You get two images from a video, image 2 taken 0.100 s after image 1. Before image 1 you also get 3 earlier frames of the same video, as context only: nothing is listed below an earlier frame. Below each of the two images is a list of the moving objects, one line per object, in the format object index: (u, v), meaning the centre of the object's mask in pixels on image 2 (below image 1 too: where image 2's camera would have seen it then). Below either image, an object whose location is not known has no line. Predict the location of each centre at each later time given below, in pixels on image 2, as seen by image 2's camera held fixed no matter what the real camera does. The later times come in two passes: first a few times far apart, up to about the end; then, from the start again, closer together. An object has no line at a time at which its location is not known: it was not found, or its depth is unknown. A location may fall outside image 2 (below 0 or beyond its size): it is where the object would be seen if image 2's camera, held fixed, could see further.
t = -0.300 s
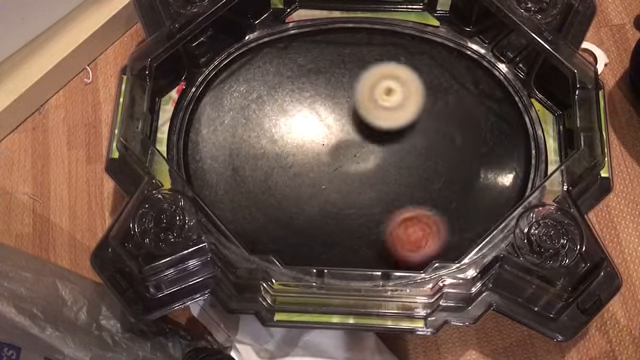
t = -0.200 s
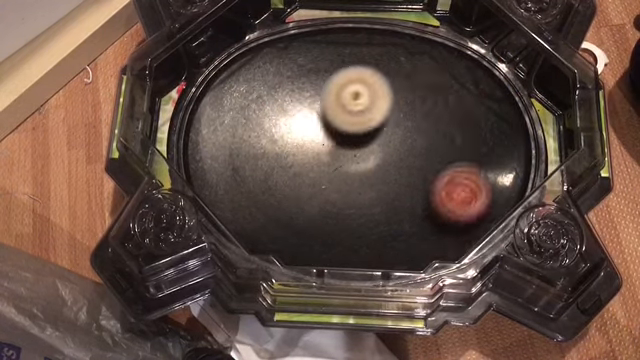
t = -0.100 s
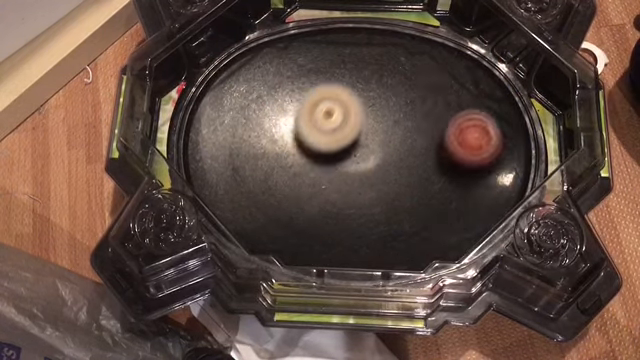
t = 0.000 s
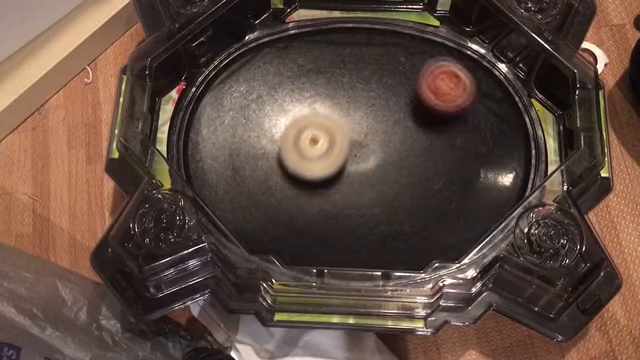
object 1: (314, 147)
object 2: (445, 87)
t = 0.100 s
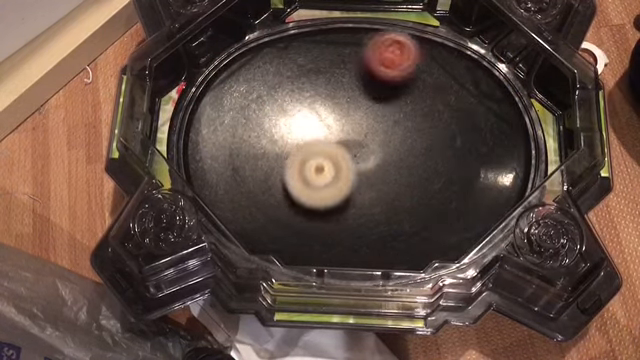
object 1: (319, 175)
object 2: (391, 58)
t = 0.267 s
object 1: (365, 200)
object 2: (291, 66)
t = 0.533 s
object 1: (423, 158)
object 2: (238, 194)
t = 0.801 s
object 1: (366, 122)
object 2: (394, 233)
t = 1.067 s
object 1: (315, 155)
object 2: (457, 106)
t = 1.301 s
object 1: (336, 174)
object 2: (349, 39)
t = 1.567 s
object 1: (352, 160)
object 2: (231, 128)
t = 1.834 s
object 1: (346, 159)
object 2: (325, 242)
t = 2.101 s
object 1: (337, 154)
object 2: (472, 187)
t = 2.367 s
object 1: (333, 142)
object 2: (436, 59)
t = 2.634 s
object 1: (336, 135)
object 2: (285, 64)
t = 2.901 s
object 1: (345, 132)
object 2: (241, 194)
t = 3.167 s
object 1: (353, 131)
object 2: (379, 245)
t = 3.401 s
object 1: (358, 132)
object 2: (466, 156)
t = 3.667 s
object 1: (367, 135)
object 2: (387, 47)
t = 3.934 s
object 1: (376, 141)
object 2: (254, 79)
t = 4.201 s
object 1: (379, 145)
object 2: (265, 211)
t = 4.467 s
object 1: (378, 146)
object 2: (413, 225)
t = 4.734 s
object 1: (372, 151)
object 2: (465, 111)
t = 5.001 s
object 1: (365, 154)
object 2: (356, 52)
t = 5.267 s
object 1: (354, 152)
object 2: (253, 132)
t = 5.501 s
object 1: (345, 151)
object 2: (300, 228)
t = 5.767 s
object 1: (330, 145)
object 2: (427, 205)
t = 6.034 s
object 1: (328, 151)
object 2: (423, 88)
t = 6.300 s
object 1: (335, 149)
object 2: (306, 64)
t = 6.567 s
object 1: (337, 135)
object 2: (253, 165)
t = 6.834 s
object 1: (342, 133)
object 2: (360, 225)
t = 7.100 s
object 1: (347, 132)
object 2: (448, 155)
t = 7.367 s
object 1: (357, 132)
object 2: (395, 71)
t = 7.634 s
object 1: (365, 138)
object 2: (285, 96)
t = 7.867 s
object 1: (372, 146)
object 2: (277, 186)
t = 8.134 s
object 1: (373, 145)
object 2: (385, 222)
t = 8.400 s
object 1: (365, 127)
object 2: (457, 167)
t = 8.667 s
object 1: (294, 129)
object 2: (428, 93)
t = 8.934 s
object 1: (268, 142)
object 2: (340, 112)
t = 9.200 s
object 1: (210, 136)
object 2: (475, 210)
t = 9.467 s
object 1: (306, 159)
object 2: (451, 210)
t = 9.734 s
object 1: (313, 116)
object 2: (436, 234)
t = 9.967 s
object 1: (312, 105)
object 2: (439, 200)
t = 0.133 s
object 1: (326, 182)
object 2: (372, 54)
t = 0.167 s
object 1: (333, 189)
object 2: (351, 53)
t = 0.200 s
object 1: (342, 194)
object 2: (332, 53)
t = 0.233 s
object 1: (353, 198)
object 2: (311, 58)
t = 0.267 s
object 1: (365, 200)
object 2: (291, 66)
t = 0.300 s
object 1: (376, 201)
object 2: (274, 75)
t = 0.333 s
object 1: (388, 199)
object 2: (258, 88)
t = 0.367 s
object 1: (398, 195)
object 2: (245, 102)
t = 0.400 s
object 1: (407, 189)
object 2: (235, 120)
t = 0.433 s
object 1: (414, 183)
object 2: (229, 139)
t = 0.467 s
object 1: (419, 175)
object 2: (227, 158)
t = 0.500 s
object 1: (422, 167)
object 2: (230, 178)
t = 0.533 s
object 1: (423, 158)
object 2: (238, 194)
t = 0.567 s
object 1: (422, 148)
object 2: (250, 210)
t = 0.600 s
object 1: (418, 140)
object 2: (265, 223)
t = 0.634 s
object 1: (412, 133)
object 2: (285, 233)
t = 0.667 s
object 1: (404, 128)
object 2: (304, 239)
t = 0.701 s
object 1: (395, 124)
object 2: (327, 242)
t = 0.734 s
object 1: (385, 123)
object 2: (350, 242)
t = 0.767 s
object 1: (375, 122)
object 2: (373, 239)
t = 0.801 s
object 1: (366, 122)
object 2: (394, 233)
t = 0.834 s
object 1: (356, 123)
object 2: (413, 224)
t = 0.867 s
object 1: (347, 125)
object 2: (429, 212)
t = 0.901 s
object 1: (339, 128)
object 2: (442, 197)
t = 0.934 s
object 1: (332, 133)
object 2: (452, 179)
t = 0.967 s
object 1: (324, 139)
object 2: (459, 162)
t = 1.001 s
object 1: (318, 145)
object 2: (462, 143)
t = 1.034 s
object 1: (316, 149)
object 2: (462, 123)
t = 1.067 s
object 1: (315, 155)
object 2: (457, 106)
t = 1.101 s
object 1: (315, 161)
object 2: (448, 88)
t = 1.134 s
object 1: (316, 166)
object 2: (437, 73)
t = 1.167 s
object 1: (319, 171)
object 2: (422, 60)
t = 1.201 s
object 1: (324, 173)
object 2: (405, 50)
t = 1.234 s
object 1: (329, 174)
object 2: (388, 43)
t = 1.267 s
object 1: (333, 174)
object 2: (369, 40)
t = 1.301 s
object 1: (336, 174)
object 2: (349, 39)
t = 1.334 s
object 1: (340, 173)
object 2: (330, 39)
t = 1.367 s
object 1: (342, 171)
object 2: (310, 43)
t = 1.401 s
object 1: (344, 170)
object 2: (291, 50)
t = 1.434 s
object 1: (348, 167)
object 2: (274, 60)
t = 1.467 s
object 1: (349, 165)
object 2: (259, 74)
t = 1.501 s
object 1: (351, 163)
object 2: (246, 92)
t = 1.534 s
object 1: (351, 161)
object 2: (236, 110)
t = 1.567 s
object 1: (352, 160)
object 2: (231, 128)
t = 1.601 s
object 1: (352, 160)
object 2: (230, 147)
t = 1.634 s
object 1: (352, 160)
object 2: (233, 167)
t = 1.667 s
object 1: (352, 159)
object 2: (241, 186)
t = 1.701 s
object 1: (351, 159)
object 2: (253, 202)
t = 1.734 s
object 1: (350, 159)
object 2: (268, 219)
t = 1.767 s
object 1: (349, 159)
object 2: (286, 229)
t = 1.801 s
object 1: (347, 159)
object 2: (304, 237)
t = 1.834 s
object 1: (346, 159)
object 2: (325, 242)
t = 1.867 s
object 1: (345, 158)
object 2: (346, 243)
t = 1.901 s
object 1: (343, 158)
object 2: (369, 244)
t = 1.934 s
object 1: (343, 158)
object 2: (391, 241)
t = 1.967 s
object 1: (342, 157)
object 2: (411, 237)
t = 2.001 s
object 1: (341, 157)
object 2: (431, 227)
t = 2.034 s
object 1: (340, 156)
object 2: (447, 217)
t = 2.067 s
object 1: (339, 155)
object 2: (461, 204)
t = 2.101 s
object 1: (337, 154)
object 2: (472, 187)
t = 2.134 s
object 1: (336, 154)
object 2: (480, 171)
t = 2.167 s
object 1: (335, 152)
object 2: (484, 152)
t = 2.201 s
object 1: (334, 151)
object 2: (484, 134)
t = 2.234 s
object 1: (334, 148)
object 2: (481, 116)
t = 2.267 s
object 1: (333, 147)
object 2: (473, 100)
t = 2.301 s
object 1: (333, 145)
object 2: (464, 85)
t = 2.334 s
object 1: (333, 143)
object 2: (451, 72)
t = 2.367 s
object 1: (333, 142)
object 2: (436, 59)
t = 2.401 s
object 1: (333, 141)
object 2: (418, 52)
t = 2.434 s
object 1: (333, 139)
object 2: (400, 46)
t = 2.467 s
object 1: (333, 137)
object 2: (381, 43)
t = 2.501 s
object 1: (334, 136)
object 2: (361, 42)
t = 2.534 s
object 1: (334, 136)
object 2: (342, 44)
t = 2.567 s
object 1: (335, 135)
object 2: (322, 48)
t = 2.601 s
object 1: (336, 136)
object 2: (304, 55)
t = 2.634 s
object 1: (336, 135)
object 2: (285, 64)
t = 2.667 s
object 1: (338, 136)
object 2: (270, 77)
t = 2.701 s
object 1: (338, 135)
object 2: (257, 90)
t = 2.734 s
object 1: (339, 134)
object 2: (245, 106)
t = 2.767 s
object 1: (340, 134)
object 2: (237, 125)
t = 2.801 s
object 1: (342, 134)
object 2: (232, 142)
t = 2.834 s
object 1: (343, 133)
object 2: (230, 161)
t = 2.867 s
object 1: (343, 133)
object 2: (234, 176)
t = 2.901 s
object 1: (345, 132)
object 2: (241, 194)
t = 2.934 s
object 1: (346, 132)
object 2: (251, 209)
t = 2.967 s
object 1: (347, 132)
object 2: (263, 224)
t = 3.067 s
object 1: (349, 135)
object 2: (315, 249)
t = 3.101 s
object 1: (350, 132)
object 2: (336, 248)
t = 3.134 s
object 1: (351, 131)
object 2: (357, 247)
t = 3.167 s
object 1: (353, 131)
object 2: (379, 245)
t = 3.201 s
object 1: (353, 131)
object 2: (398, 240)
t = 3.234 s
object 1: (354, 131)
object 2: (417, 231)
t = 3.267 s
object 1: (355, 131)
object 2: (432, 221)
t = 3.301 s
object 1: (356, 131)
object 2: (446, 207)
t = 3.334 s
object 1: (357, 131)
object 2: (455, 191)
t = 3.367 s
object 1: (358, 132)
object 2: (463, 172)
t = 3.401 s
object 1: (358, 132)
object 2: (466, 156)
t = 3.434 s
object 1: (359, 131)
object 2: (465, 136)
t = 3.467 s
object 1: (360, 132)
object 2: (462, 118)
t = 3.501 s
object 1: (361, 133)
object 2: (455, 102)
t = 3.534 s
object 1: (362, 133)
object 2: (445, 86)
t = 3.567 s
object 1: (363, 133)
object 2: (433, 72)
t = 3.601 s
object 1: (365, 134)
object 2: (419, 62)
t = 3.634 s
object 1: (366, 134)
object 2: (404, 53)
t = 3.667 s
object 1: (367, 135)
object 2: (387, 47)
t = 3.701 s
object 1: (368, 135)
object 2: (370, 43)
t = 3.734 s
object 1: (369, 136)
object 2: (353, 41)
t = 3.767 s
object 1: (370, 137)
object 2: (334, 41)
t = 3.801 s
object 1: (372, 138)
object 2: (317, 44)
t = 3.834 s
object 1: (373, 138)
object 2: (298, 49)
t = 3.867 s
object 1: (373, 139)
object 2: (281, 57)
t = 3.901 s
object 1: (374, 140)
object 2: (266, 67)
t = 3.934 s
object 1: (376, 141)
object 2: (254, 79)
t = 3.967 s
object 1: (376, 142)
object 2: (242, 96)
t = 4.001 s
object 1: (377, 143)
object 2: (235, 110)
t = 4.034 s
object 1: (378, 143)
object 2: (231, 129)
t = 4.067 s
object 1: (379, 144)
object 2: (231, 146)
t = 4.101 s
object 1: (379, 145)
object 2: (235, 165)
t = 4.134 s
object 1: (379, 145)
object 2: (240, 182)
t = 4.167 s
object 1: (379, 145)
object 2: (252, 196)
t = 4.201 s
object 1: (379, 145)
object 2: (265, 211)
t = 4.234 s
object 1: (379, 145)
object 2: (280, 222)
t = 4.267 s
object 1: (379, 145)
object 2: (298, 230)
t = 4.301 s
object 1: (379, 146)
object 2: (316, 236)
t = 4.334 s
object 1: (379, 146)
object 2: (335, 239)
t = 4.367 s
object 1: (378, 146)
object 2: (355, 238)
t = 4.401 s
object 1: (378, 146)
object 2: (376, 236)
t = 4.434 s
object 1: (378, 146)
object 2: (394, 232)
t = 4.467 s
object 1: (378, 146)
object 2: (413, 225)
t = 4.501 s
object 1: (377, 147)
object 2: (428, 216)
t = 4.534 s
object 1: (376, 147)
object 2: (442, 205)
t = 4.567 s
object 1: (375, 148)
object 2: (453, 192)
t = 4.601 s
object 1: (374, 148)
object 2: (463, 176)
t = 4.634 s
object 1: (374, 149)
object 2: (467, 161)
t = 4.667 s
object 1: (374, 149)
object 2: (471, 143)
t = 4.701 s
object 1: (373, 150)
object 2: (470, 127)
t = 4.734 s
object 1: (372, 151)
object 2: (465, 111)
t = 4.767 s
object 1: (371, 151)
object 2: (458, 97)
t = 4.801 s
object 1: (370, 151)
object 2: (448, 84)
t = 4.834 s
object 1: (369, 151)
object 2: (436, 73)
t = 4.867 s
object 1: (369, 152)
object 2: (422, 64)
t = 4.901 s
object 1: (369, 152)
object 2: (406, 58)
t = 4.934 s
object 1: (368, 153)
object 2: (390, 54)
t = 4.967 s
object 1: (366, 154)
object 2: (373, 51)
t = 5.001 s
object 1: (365, 154)
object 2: (356, 52)
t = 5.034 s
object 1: (363, 153)
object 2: (339, 54)
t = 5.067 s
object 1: (362, 153)
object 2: (322, 59)
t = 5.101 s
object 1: (362, 153)
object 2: (306, 67)
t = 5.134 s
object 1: (360, 153)
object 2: (291, 76)
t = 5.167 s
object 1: (359, 153)
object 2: (277, 88)
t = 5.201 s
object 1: (357, 153)
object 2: (266, 103)
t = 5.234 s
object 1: (355, 153)
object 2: (258, 117)
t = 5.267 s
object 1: (354, 152)
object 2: (253, 132)
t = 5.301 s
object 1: (353, 152)
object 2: (250, 150)
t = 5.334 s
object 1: (352, 151)
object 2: (251, 166)
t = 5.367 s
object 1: (351, 151)
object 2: (255, 180)
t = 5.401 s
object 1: (350, 151)
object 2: (260, 195)
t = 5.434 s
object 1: (348, 151)
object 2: (270, 208)
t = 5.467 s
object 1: (346, 151)
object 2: (284, 220)
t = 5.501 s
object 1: (345, 151)
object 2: (300, 228)
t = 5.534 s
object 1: (343, 151)
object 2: (315, 234)
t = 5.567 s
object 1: (341, 150)
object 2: (332, 237)
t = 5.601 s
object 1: (340, 149)
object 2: (350, 238)
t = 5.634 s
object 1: (339, 149)
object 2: (368, 236)
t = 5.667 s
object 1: (336, 149)
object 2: (385, 232)
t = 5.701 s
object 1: (334, 148)
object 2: (401, 225)
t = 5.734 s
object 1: (332, 147)
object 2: (415, 216)
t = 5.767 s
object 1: (330, 145)
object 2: (427, 205)
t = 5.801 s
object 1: (328, 144)
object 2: (437, 191)
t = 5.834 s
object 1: (327, 144)
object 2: (444, 176)
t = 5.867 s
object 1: (327, 144)
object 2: (448, 160)
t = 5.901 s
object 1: (327, 145)
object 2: (449, 144)
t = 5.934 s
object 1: (327, 146)
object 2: (445, 128)
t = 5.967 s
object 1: (328, 148)
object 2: (441, 114)
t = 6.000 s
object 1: (328, 149)
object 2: (433, 100)
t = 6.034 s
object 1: (328, 151)
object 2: (423, 88)
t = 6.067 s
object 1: (328, 151)
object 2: (411, 77)
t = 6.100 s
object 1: (329, 152)
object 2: (397, 69)
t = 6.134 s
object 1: (330, 152)
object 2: (383, 63)
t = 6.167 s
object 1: (331, 153)
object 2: (368, 58)
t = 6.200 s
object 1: (332, 152)
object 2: (353, 57)
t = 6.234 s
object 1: (333, 151)
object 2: (337, 57)
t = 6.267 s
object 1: (334, 150)
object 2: (321, 59)
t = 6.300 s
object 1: (335, 149)
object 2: (306, 64)
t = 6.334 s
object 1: (335, 148)
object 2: (291, 71)
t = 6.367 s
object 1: (335, 147)
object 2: (277, 80)
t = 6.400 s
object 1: (335, 146)
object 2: (266, 95)
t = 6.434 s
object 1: (335, 144)
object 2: (257, 107)
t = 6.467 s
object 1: (335, 142)
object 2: (251, 121)
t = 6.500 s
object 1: (335, 140)
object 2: (248, 136)
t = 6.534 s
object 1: (336, 137)
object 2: (249, 151)
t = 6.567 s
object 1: (337, 135)
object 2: (253, 165)
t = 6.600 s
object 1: (338, 134)
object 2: (259, 179)
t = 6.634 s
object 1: (339, 134)
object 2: (269, 192)
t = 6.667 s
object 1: (340, 133)
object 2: (281, 205)
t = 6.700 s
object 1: (341, 133)
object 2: (294, 213)
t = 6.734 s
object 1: (341, 133)
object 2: (309, 221)
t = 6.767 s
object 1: (341, 133)
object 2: (325, 224)
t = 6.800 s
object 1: (341, 133)
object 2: (342, 226)
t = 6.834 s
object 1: (342, 133)
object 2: (360, 225)
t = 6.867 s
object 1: (342, 133)
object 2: (376, 223)
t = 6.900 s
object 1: (342, 133)
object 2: (392, 219)
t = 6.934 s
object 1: (342, 133)
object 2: (407, 211)
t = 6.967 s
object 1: (343, 132)
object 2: (419, 202)
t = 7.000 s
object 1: (344, 132)
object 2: (430, 193)
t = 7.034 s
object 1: (345, 132)
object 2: (438, 181)
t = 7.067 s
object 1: (346, 132)
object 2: (445, 168)
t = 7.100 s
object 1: (347, 132)
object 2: (448, 155)
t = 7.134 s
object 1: (349, 133)
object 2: (450, 141)
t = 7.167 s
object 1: (350, 133)
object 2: (448, 129)
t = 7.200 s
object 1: (351, 133)
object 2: (445, 116)
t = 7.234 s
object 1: (352, 133)
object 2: (438, 104)
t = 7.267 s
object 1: (354, 133)
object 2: (430, 94)
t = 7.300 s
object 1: (355, 133)
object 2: (420, 84)
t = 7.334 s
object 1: (356, 133)
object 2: (408, 77)
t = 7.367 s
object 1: (357, 132)
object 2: (395, 71)
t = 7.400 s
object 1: (358, 132)
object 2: (381, 68)
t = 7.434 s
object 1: (358, 132)
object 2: (366, 67)
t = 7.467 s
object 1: (359, 132)
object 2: (352, 68)
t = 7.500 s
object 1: (360, 134)
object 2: (338, 69)
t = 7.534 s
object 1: (361, 135)
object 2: (323, 73)
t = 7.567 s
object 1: (362, 137)
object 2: (310, 78)
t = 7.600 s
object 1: (363, 137)
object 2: (296, 86)
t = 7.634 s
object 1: (365, 138)
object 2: (285, 96)
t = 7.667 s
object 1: (366, 139)
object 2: (276, 107)
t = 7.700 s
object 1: (368, 140)
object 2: (268, 119)
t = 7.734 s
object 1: (369, 140)
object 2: (265, 133)
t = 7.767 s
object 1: (370, 142)
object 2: (263, 145)
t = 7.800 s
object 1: (371, 143)
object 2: (265, 159)
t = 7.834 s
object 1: (371, 144)
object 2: (270, 172)
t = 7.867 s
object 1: (372, 146)
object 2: (277, 186)
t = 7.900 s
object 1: (372, 146)
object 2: (287, 196)
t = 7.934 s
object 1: (372, 147)
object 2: (299, 204)
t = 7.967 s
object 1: (372, 149)
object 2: (311, 212)
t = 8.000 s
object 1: (372, 150)
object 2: (326, 216)
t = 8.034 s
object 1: (372, 151)
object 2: (342, 218)
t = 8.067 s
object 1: (372, 152)
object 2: (357, 218)
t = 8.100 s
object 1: (372, 151)
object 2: (371, 217)
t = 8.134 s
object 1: (373, 145)
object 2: (385, 222)
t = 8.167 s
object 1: (373, 140)
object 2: (399, 223)
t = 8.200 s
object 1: (374, 137)
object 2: (413, 223)
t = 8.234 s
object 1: (373, 133)
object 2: (426, 218)
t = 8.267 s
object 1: (372, 131)
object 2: (438, 212)
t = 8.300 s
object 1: (371, 130)
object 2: (447, 203)
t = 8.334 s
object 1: (369, 129)
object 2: (454, 193)
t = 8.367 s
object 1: (367, 128)
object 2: (457, 180)
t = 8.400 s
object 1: (365, 127)
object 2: (457, 167)
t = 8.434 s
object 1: (363, 127)
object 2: (454, 154)
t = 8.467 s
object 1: (361, 126)
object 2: (448, 141)
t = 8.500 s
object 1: (359, 127)
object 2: (438, 130)
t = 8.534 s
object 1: (358, 127)
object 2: (427, 121)
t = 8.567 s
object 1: (345, 127)
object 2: (426, 112)
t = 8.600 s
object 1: (324, 127)
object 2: (430, 106)
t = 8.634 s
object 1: (308, 128)
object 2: (431, 100)
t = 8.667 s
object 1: (294, 129)
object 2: (428, 93)
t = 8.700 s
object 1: (285, 129)
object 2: (420, 87)
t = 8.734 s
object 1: (277, 130)
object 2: (410, 82)
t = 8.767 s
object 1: (273, 132)
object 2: (398, 80)
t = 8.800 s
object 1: (270, 134)
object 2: (386, 82)
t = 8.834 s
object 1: (269, 136)
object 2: (373, 86)
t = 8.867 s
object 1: (268, 137)
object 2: (361, 92)
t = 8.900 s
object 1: (268, 139)
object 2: (350, 101)
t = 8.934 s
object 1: (268, 142)
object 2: (340, 112)
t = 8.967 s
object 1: (268, 143)
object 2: (334, 124)
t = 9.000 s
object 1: (243, 140)
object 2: (353, 143)
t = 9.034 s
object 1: (215, 134)
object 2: (384, 161)
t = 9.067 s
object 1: (193, 130)
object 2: (409, 176)
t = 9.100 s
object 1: (178, 125)
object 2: (433, 187)
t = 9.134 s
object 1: (184, 128)
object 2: (452, 196)
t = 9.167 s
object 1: (196, 136)
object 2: (467, 206)
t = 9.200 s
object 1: (210, 136)
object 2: (475, 210)
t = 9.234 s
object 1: (223, 142)
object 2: (479, 213)
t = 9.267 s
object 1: (239, 147)
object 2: (481, 216)
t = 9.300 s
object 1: (253, 150)
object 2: (481, 216)
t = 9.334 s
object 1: (268, 154)
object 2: (479, 216)
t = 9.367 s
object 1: (283, 158)
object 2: (475, 217)
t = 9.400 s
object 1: (294, 159)
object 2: (467, 217)
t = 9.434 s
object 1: (299, 159)
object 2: (460, 216)
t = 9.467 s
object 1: (306, 159)
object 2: (451, 210)
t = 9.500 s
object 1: (314, 160)
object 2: (440, 207)
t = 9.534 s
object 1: (320, 162)
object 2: (431, 205)
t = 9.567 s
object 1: (328, 163)
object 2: (420, 202)
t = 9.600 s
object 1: (334, 164)
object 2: (408, 199)
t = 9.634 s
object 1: (339, 164)
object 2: (400, 197)
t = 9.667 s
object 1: (329, 148)
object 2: (415, 213)
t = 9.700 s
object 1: (318, 130)
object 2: (428, 225)
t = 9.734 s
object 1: (313, 116)
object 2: (436, 234)
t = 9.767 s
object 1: (312, 110)
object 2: (442, 236)
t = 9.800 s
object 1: (312, 108)
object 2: (442, 237)
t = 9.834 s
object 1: (312, 108)
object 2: (444, 235)
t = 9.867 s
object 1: (312, 108)
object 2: (442, 231)
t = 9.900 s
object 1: (310, 106)
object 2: (442, 221)
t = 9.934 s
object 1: (311, 104)
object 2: (441, 211)
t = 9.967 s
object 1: (312, 105)
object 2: (439, 200)
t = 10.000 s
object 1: (313, 105)
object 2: (436, 193)
